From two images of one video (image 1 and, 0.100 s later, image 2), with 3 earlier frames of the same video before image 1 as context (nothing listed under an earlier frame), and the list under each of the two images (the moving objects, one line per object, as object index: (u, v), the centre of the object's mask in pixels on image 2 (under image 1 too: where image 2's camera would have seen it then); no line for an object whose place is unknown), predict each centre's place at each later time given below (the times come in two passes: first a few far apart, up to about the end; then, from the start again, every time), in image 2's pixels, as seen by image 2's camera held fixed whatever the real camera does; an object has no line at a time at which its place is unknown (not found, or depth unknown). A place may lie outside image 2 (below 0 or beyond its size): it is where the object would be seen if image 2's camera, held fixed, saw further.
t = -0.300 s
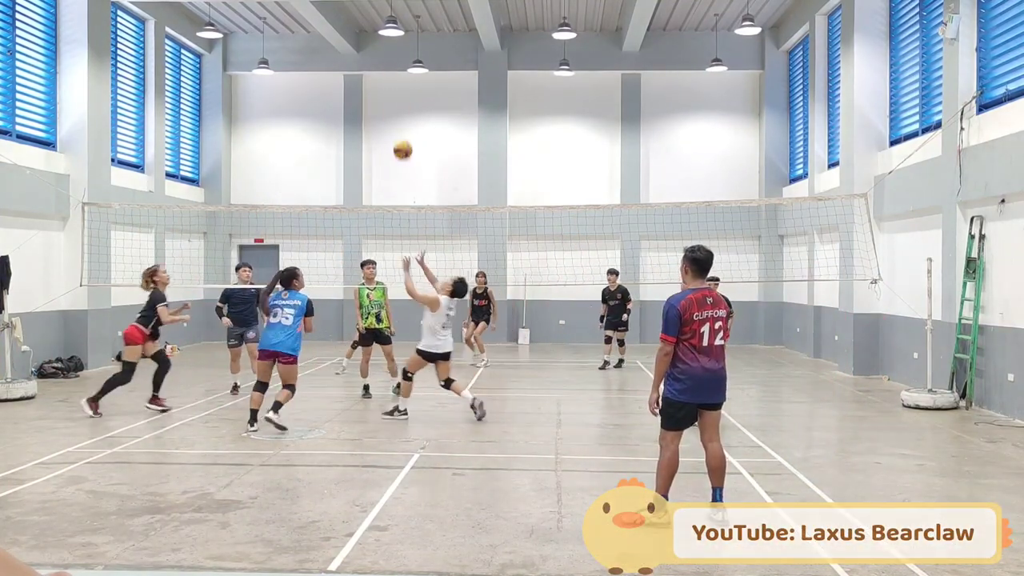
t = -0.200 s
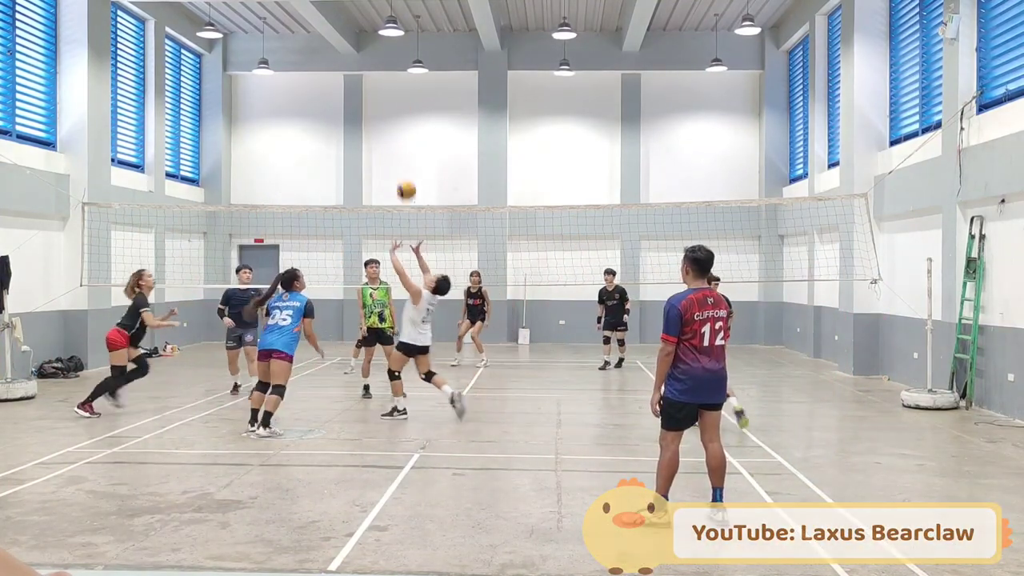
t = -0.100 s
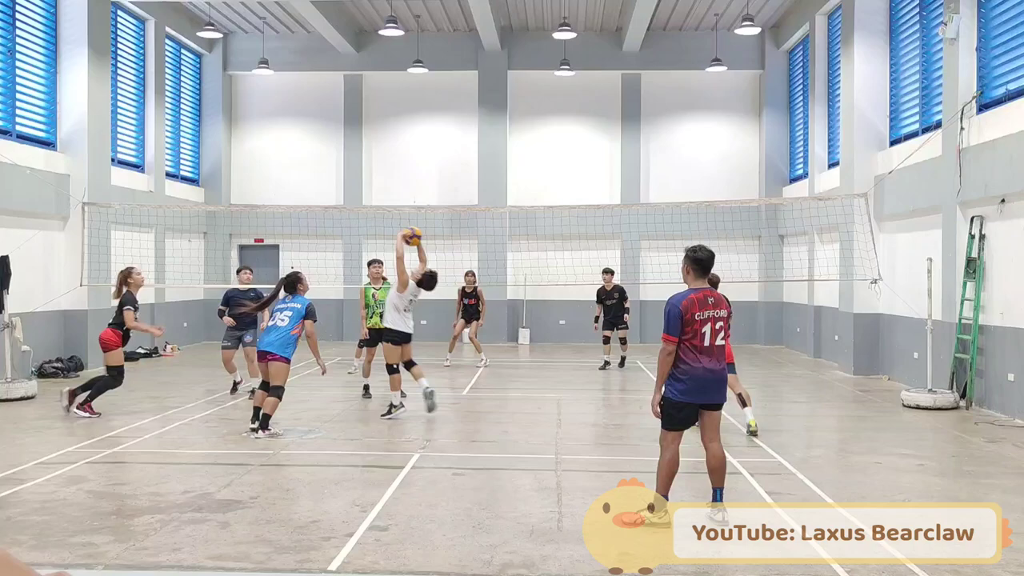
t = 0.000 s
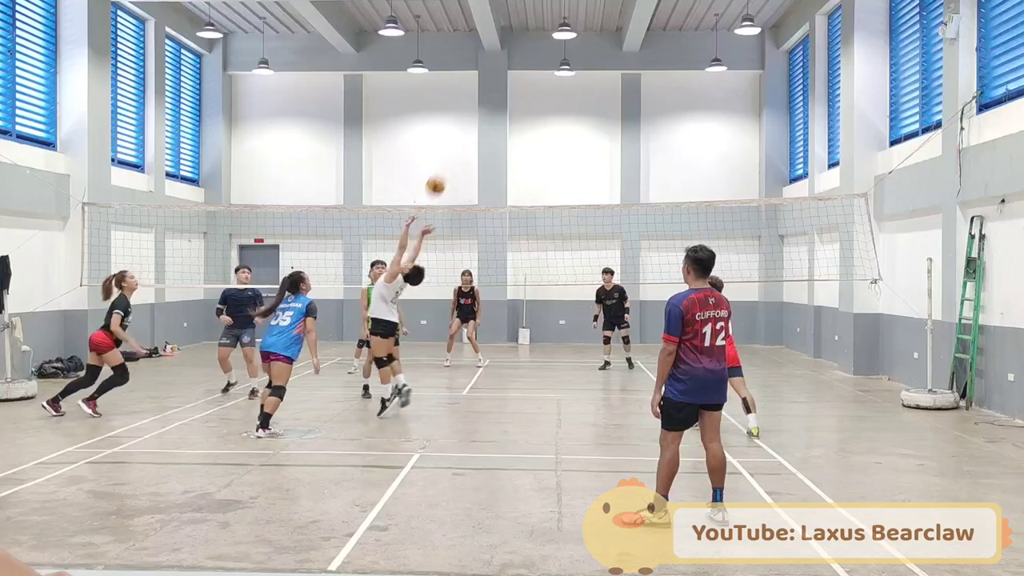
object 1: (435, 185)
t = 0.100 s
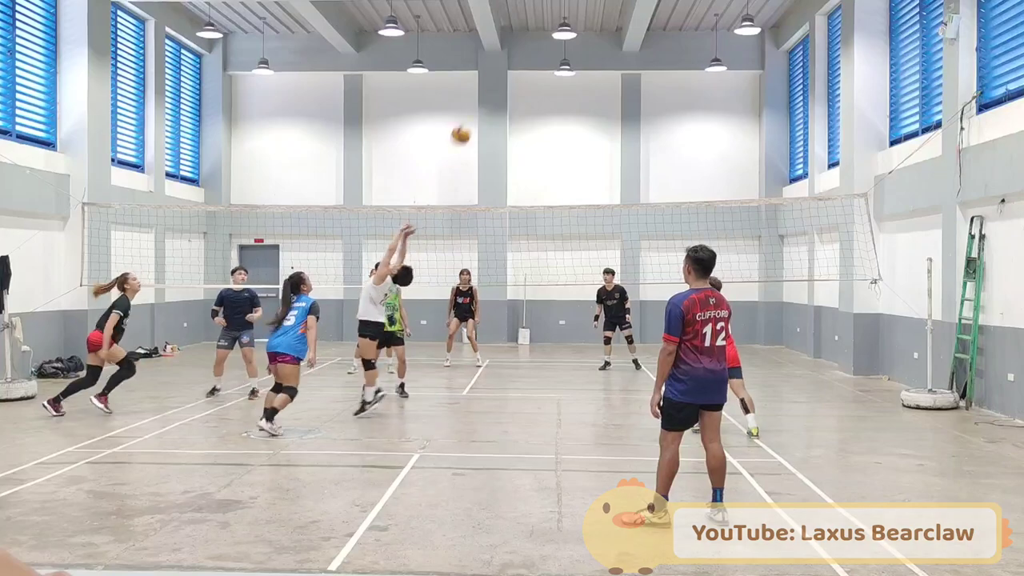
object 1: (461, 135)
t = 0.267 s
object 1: (502, 70)
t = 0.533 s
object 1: (566, 23)
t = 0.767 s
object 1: (620, 34)
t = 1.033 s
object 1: (680, 105)
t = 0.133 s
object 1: (469, 120)
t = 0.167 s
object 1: (478, 105)
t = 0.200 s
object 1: (487, 93)
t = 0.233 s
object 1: (494, 81)
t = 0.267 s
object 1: (502, 70)
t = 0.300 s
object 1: (511, 61)
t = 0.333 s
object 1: (519, 52)
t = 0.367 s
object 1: (527, 45)
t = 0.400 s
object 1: (535, 39)
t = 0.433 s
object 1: (542, 33)
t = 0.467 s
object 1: (550, 29)
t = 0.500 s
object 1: (558, 26)
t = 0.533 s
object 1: (566, 23)
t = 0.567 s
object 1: (574, 22)
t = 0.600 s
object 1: (582, 21)
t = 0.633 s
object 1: (590, 22)
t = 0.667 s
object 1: (597, 24)
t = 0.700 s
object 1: (605, 27)
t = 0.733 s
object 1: (612, 30)
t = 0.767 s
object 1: (620, 34)
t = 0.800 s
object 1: (627, 40)
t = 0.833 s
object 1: (636, 47)
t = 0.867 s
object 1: (643, 54)
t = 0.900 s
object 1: (650, 62)
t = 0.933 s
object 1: (657, 71)
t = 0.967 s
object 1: (664, 83)
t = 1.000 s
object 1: (672, 94)
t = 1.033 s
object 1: (680, 105)
